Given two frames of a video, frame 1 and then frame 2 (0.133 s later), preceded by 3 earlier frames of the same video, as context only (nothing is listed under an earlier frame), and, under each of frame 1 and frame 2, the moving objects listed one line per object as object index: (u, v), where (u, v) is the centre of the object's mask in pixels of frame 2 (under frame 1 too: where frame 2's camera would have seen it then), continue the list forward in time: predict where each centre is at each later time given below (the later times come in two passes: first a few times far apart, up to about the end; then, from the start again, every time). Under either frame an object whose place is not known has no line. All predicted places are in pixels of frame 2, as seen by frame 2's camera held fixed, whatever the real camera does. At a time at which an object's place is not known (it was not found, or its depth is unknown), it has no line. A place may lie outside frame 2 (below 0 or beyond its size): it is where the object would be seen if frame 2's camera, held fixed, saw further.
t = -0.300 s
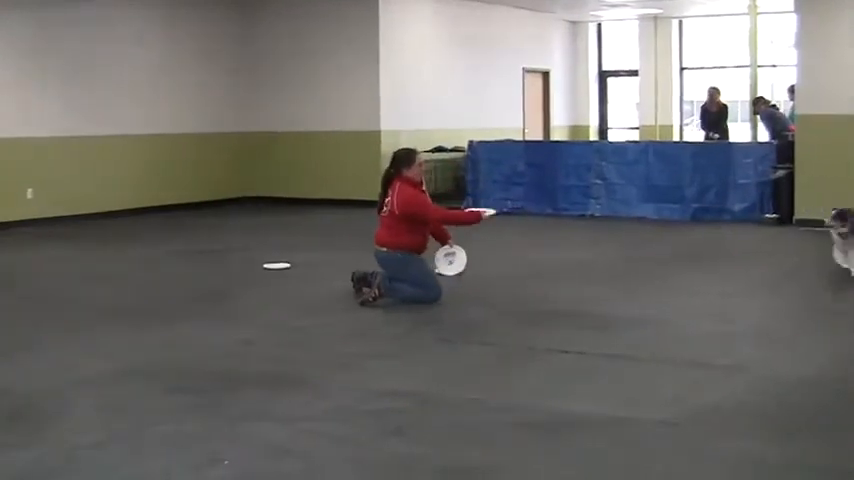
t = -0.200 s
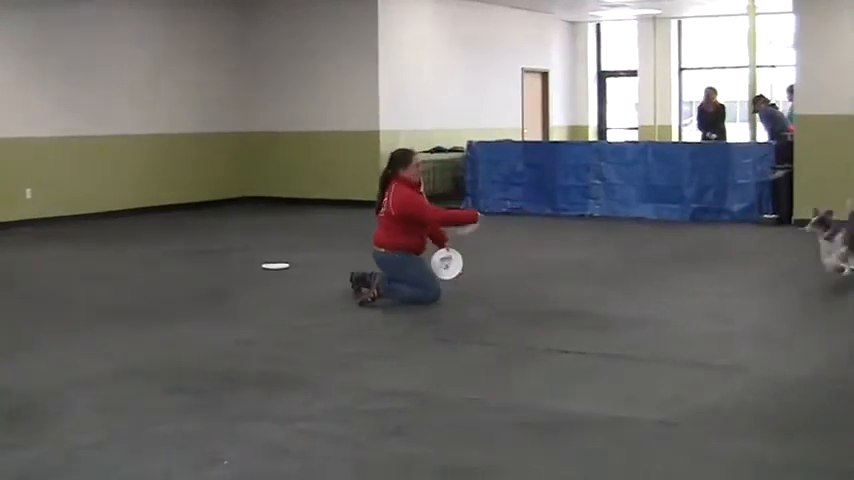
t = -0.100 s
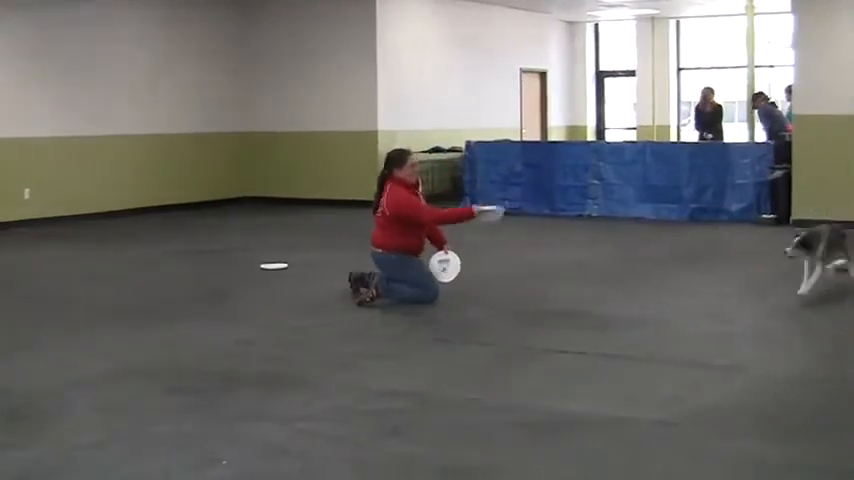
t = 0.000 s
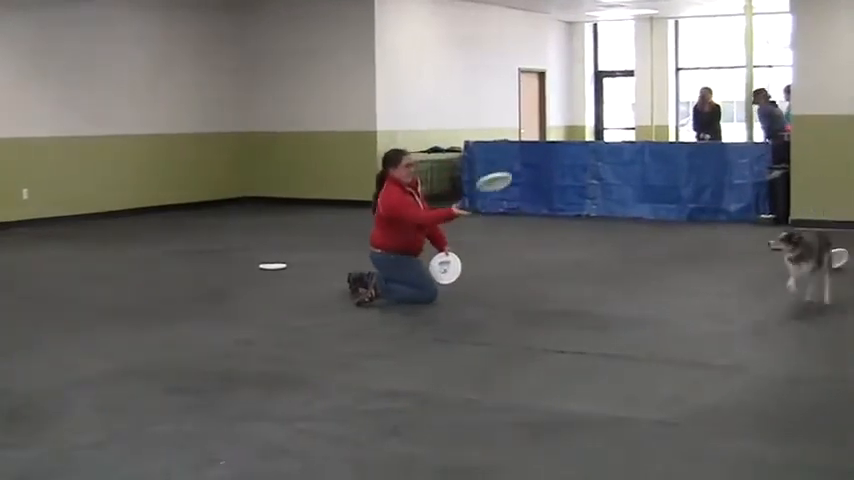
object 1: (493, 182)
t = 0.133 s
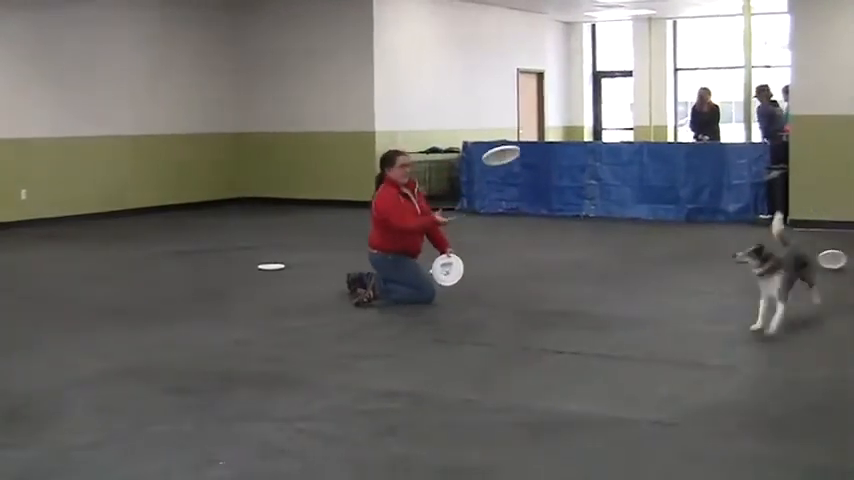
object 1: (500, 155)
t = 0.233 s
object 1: (506, 147)
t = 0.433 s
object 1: (514, 160)
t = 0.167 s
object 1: (503, 151)
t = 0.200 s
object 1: (504, 149)
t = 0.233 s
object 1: (506, 147)
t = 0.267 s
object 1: (508, 147)
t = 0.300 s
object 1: (509, 147)
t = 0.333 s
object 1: (511, 149)
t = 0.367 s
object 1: (513, 152)
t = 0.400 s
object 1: (514, 155)
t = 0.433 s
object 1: (514, 160)
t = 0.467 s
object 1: (515, 166)
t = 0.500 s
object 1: (515, 173)
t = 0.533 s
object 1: (514, 182)
